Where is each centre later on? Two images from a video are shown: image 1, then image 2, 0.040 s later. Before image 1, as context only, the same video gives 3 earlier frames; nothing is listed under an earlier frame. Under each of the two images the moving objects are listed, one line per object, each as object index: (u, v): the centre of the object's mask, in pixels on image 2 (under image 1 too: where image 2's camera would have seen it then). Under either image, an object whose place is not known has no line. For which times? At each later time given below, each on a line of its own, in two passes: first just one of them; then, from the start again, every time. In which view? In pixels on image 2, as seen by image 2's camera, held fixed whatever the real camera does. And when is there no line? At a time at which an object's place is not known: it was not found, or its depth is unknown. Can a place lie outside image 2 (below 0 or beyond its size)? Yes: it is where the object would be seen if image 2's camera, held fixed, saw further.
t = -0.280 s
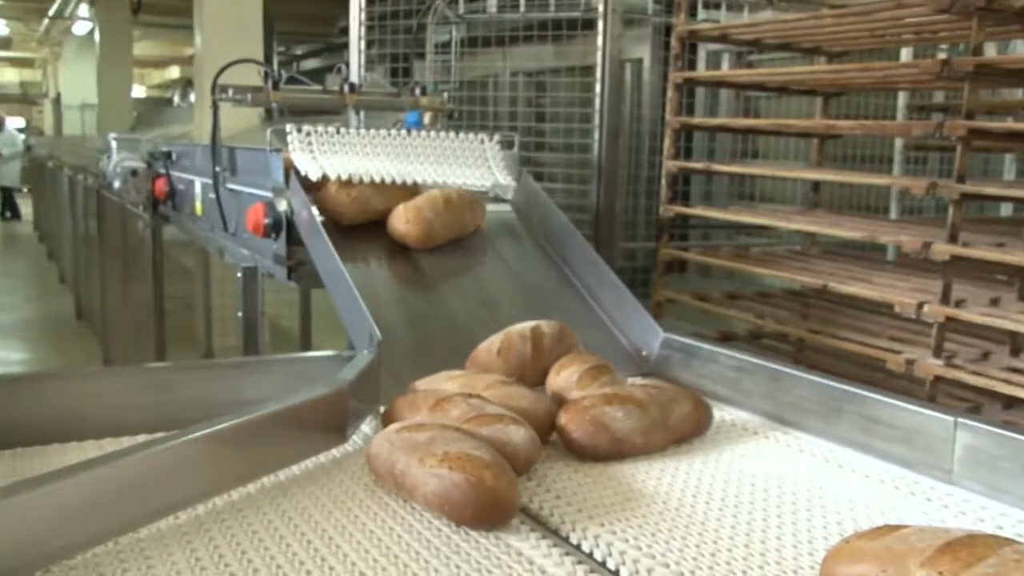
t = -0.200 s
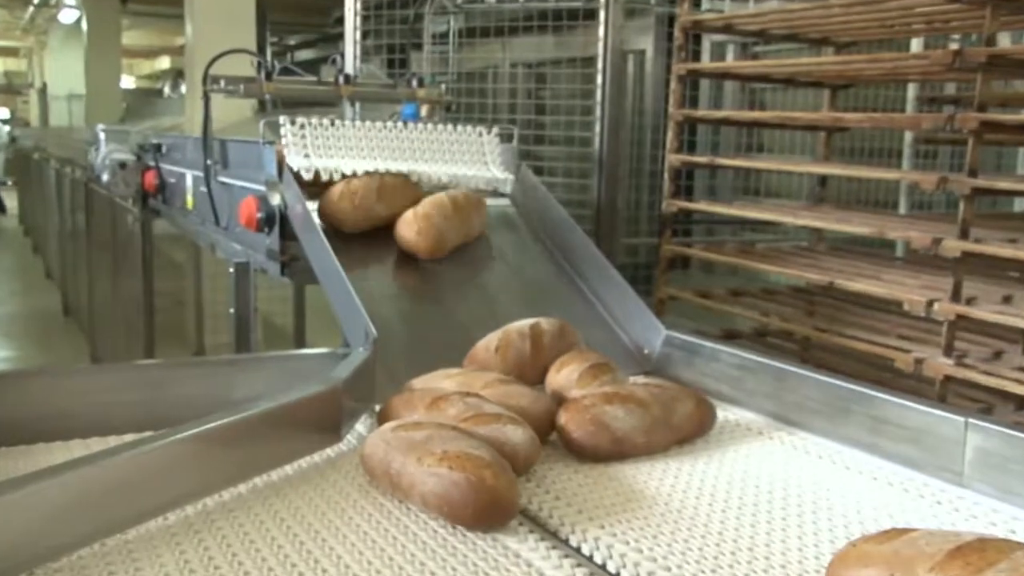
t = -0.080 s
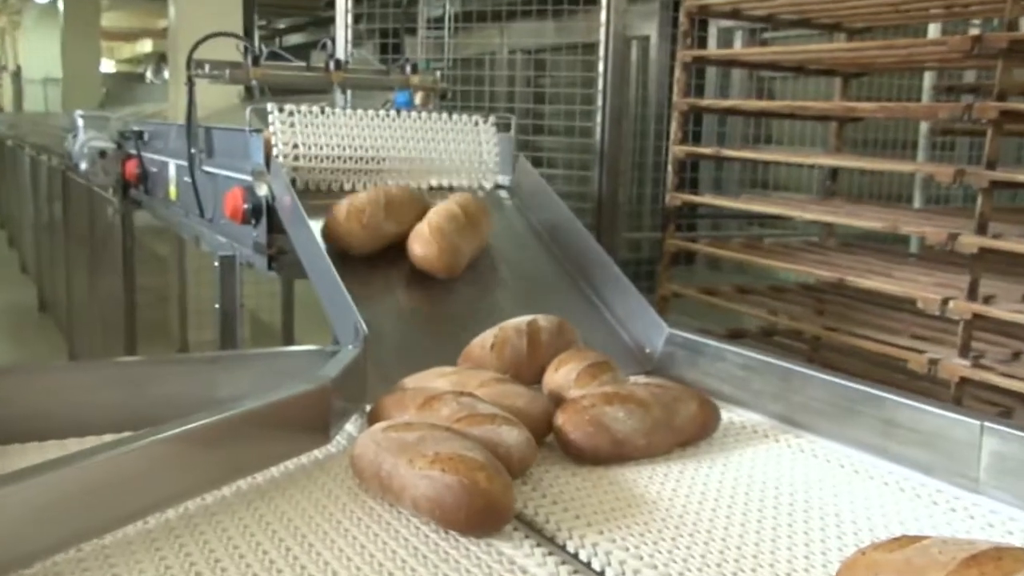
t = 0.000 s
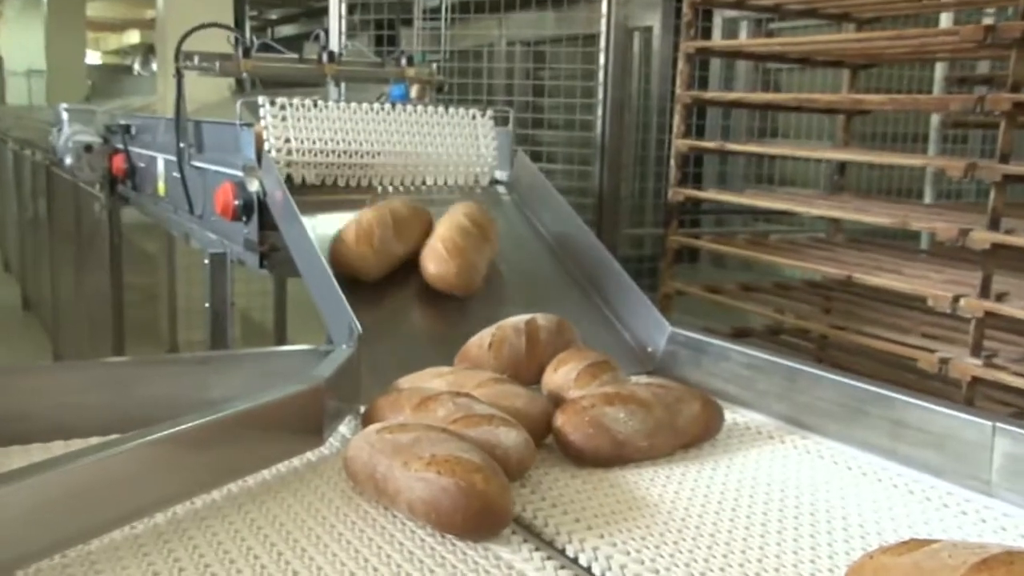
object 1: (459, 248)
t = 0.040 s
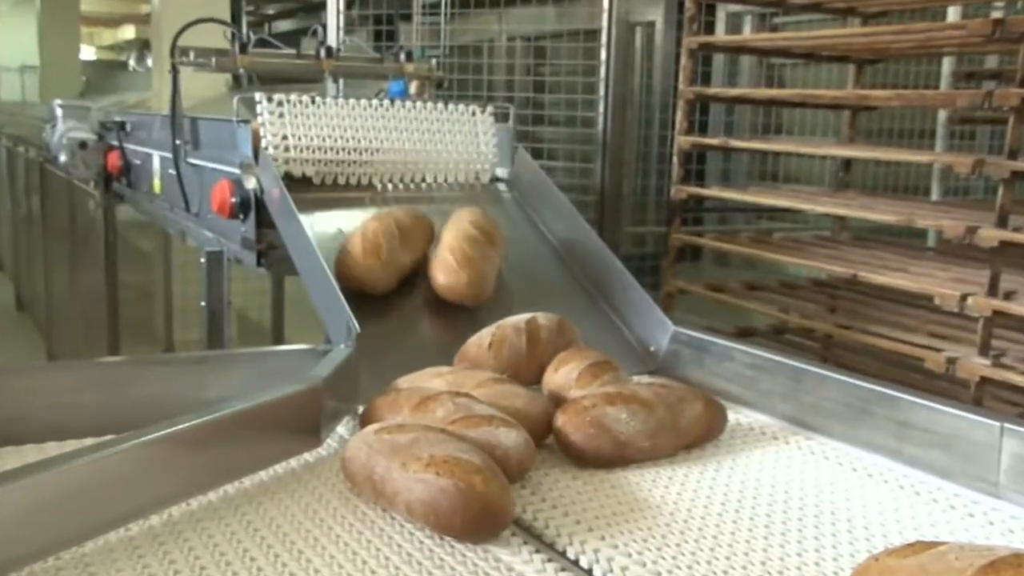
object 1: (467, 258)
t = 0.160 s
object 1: (484, 284)
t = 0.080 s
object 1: (474, 270)
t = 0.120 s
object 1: (480, 280)
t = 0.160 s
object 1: (484, 284)
